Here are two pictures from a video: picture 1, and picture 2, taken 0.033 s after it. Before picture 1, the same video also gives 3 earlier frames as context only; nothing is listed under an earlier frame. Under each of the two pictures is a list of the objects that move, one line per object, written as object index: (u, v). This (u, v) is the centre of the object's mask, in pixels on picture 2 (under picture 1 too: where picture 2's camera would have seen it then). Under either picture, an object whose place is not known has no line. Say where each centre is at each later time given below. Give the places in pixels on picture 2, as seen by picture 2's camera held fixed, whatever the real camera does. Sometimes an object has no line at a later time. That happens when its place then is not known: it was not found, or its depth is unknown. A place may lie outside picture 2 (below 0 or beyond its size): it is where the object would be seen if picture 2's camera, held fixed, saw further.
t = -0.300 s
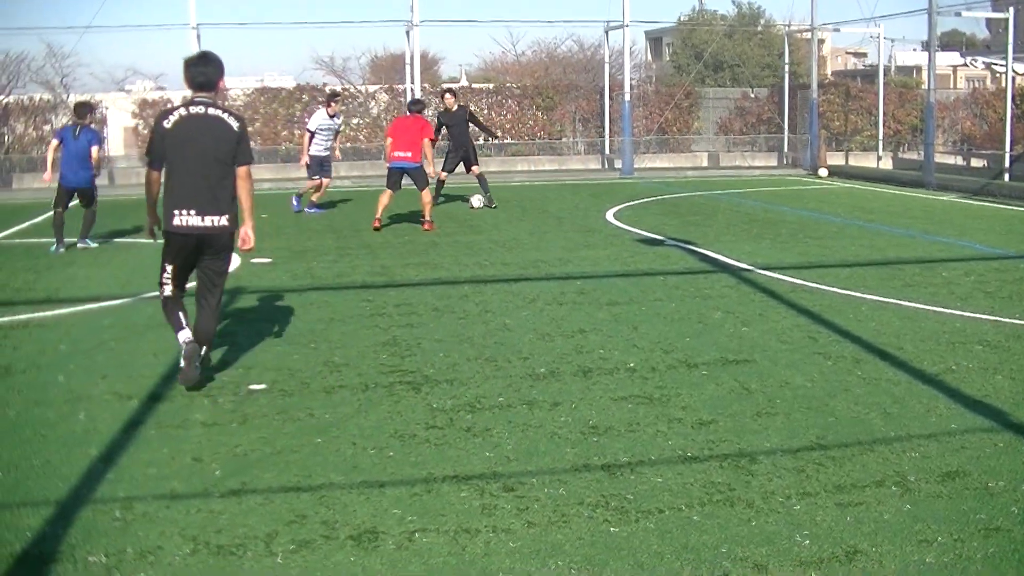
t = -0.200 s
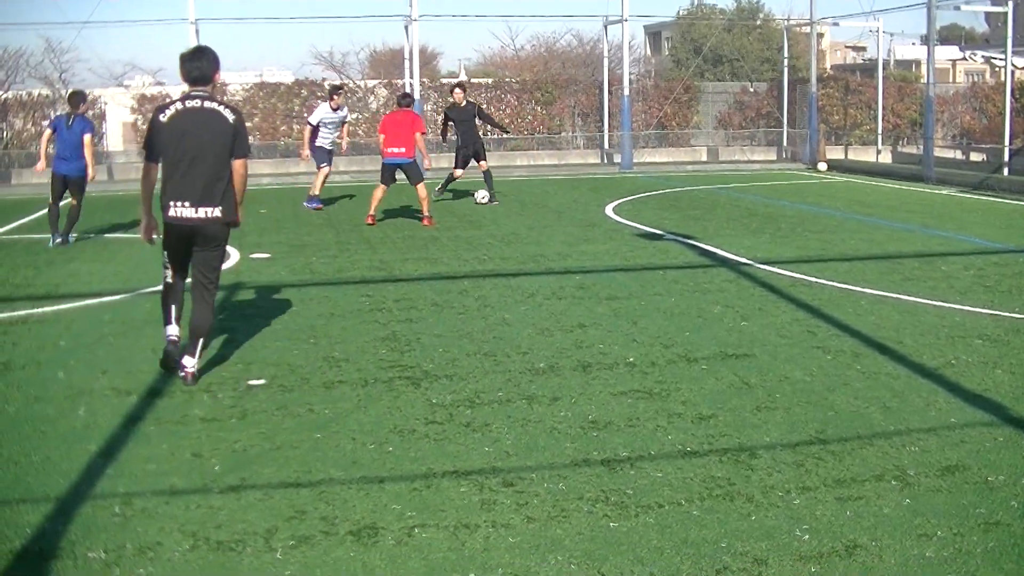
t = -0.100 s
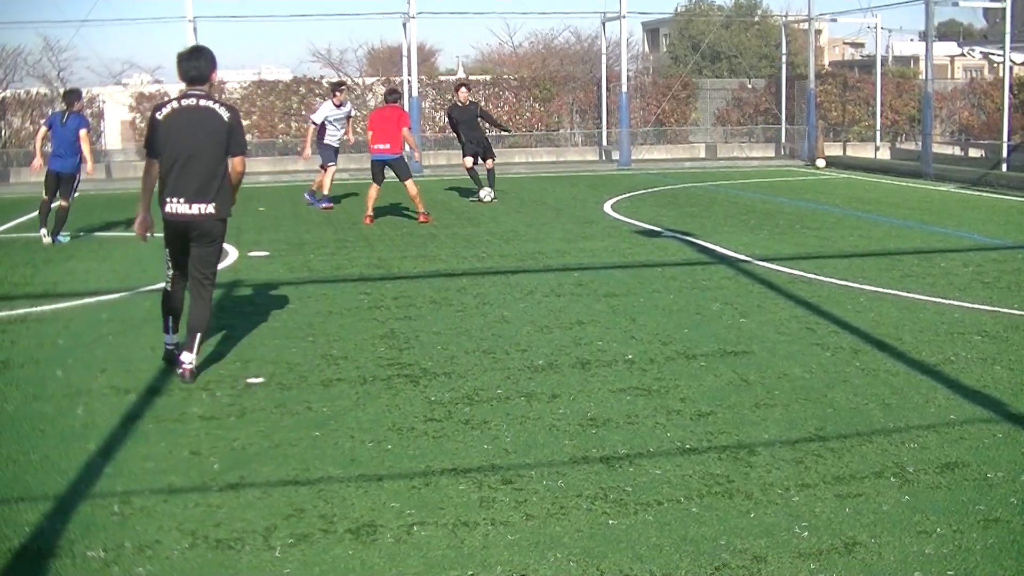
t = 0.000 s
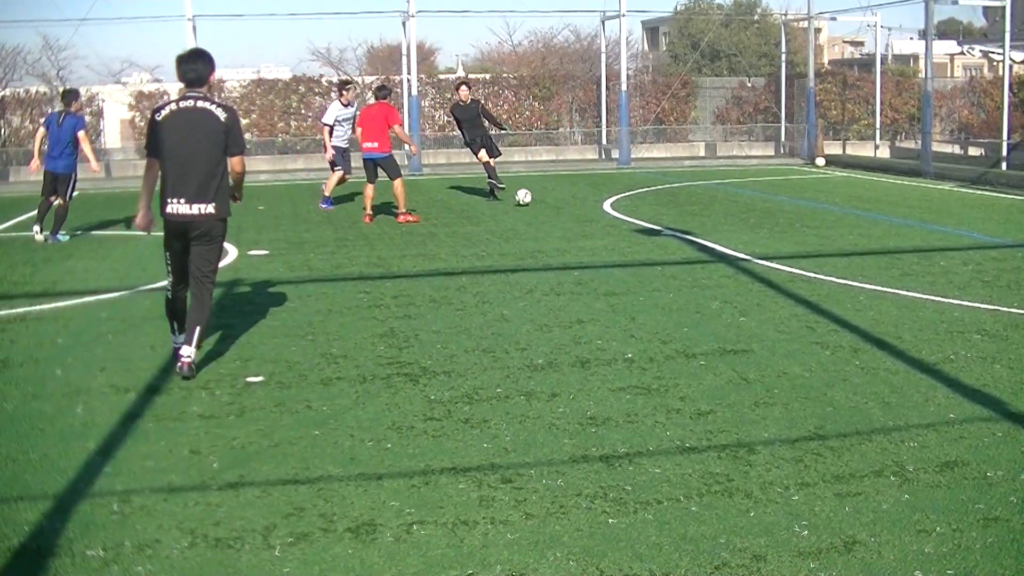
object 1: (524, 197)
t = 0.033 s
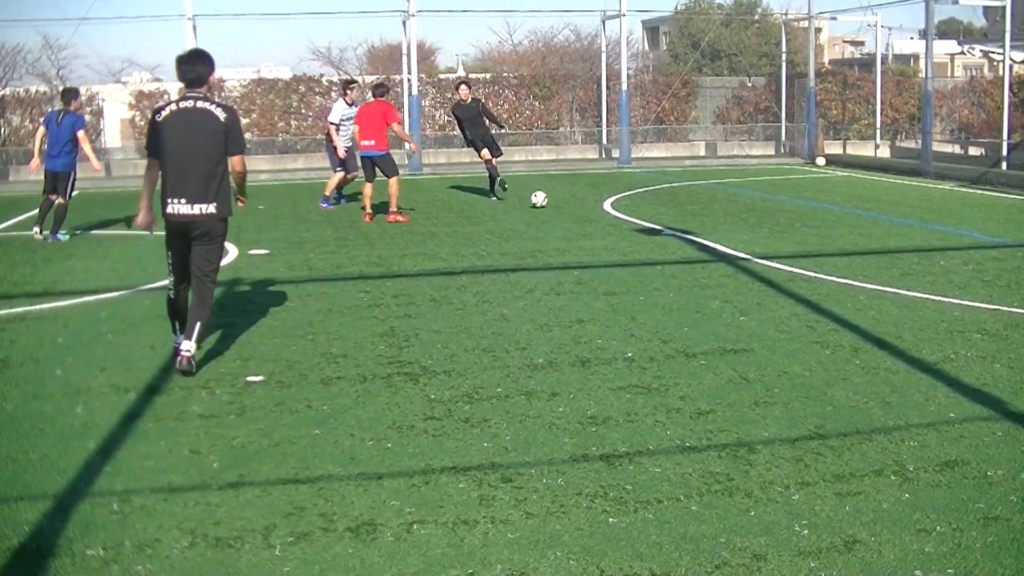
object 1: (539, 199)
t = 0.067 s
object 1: (555, 202)
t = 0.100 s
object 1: (571, 203)
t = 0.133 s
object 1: (580, 204)
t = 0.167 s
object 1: (593, 205)
